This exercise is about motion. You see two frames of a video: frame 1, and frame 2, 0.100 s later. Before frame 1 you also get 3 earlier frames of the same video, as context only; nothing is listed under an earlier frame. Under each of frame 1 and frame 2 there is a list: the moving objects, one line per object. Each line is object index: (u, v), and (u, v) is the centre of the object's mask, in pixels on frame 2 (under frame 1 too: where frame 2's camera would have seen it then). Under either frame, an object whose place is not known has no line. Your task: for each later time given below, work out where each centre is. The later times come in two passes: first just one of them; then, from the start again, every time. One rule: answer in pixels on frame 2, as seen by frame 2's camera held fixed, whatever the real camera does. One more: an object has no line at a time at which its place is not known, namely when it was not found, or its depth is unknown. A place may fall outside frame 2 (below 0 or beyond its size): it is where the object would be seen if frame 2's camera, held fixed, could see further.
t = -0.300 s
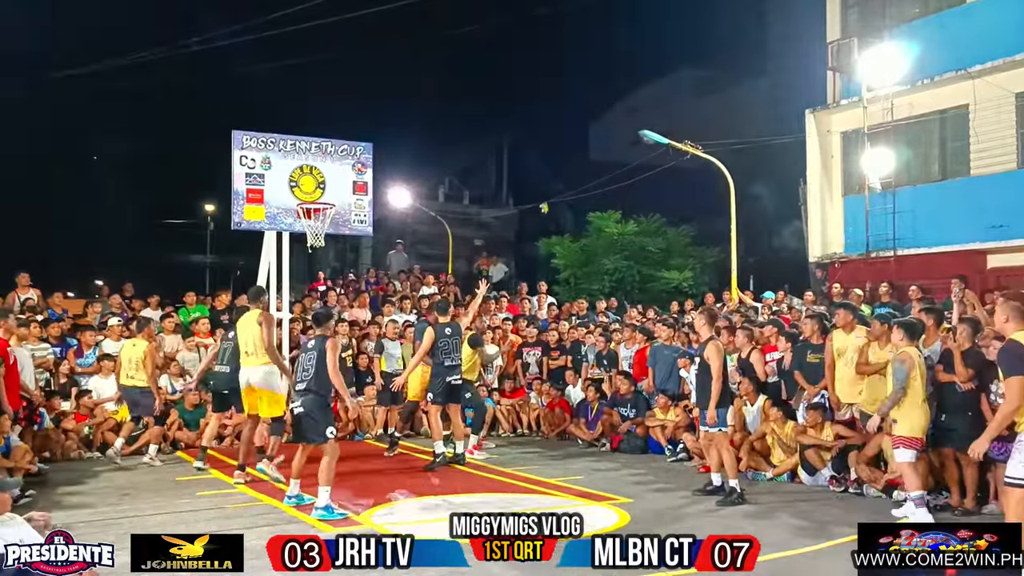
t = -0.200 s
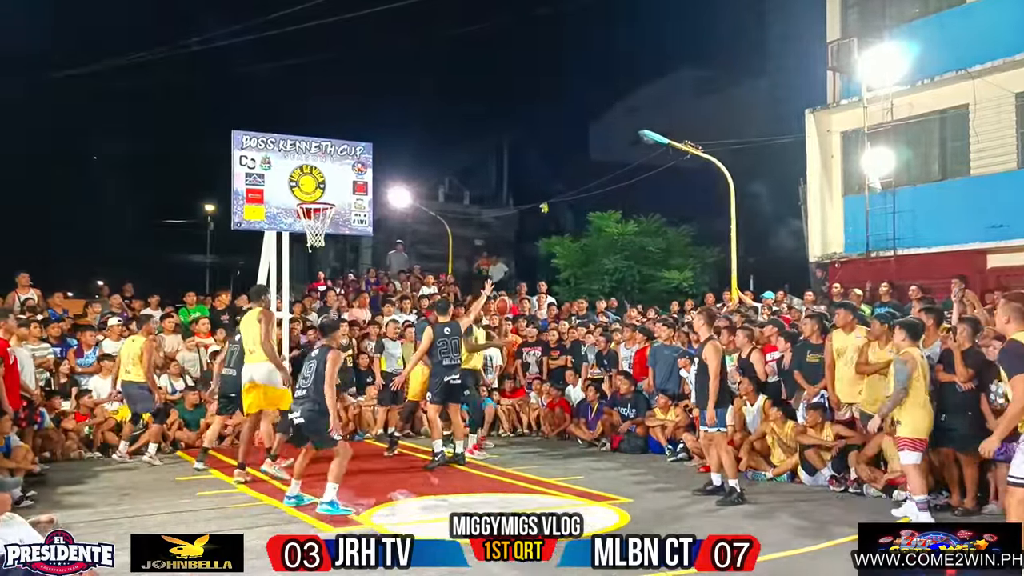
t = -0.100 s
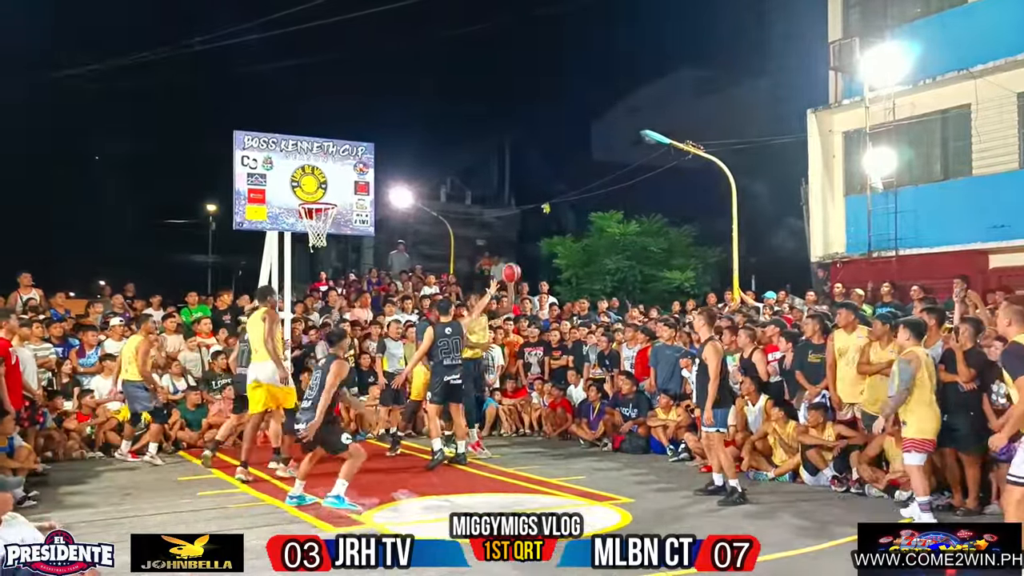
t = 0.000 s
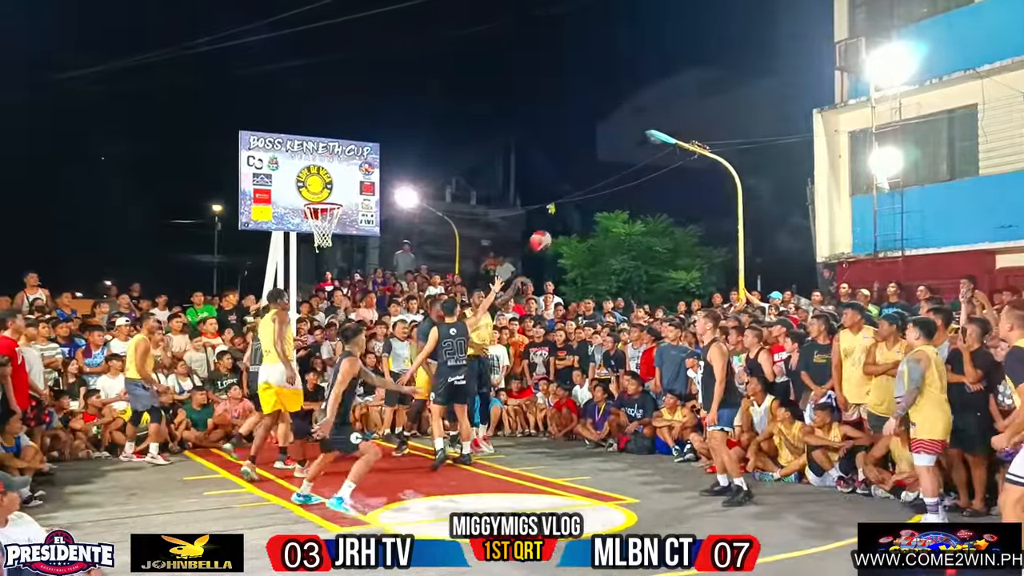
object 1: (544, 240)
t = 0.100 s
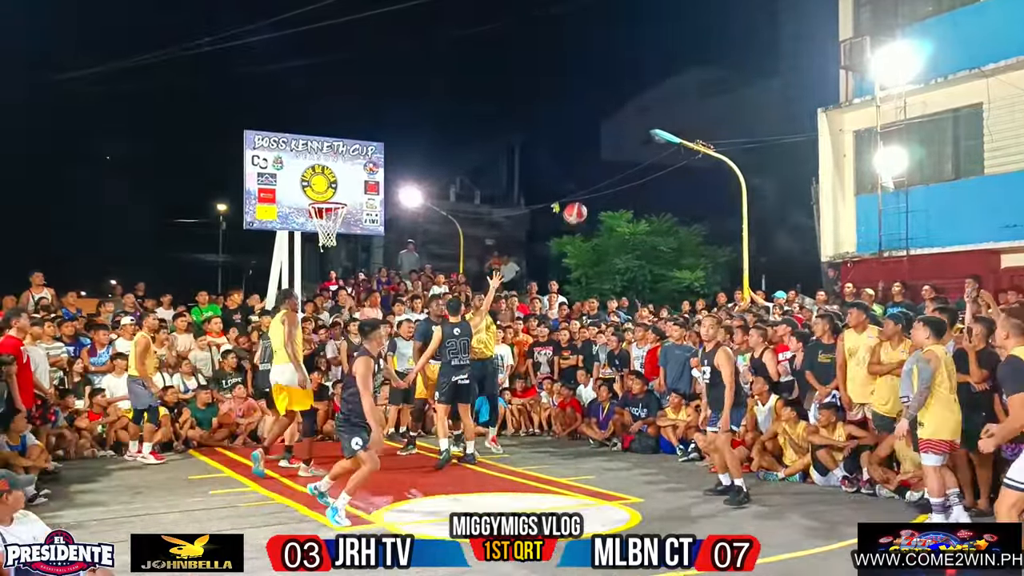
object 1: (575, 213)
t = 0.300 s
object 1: (647, 177)
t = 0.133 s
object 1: (585, 206)
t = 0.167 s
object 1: (597, 199)
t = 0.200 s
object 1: (608, 192)
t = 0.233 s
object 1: (621, 187)
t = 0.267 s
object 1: (634, 182)
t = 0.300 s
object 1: (647, 177)
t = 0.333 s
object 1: (660, 174)
